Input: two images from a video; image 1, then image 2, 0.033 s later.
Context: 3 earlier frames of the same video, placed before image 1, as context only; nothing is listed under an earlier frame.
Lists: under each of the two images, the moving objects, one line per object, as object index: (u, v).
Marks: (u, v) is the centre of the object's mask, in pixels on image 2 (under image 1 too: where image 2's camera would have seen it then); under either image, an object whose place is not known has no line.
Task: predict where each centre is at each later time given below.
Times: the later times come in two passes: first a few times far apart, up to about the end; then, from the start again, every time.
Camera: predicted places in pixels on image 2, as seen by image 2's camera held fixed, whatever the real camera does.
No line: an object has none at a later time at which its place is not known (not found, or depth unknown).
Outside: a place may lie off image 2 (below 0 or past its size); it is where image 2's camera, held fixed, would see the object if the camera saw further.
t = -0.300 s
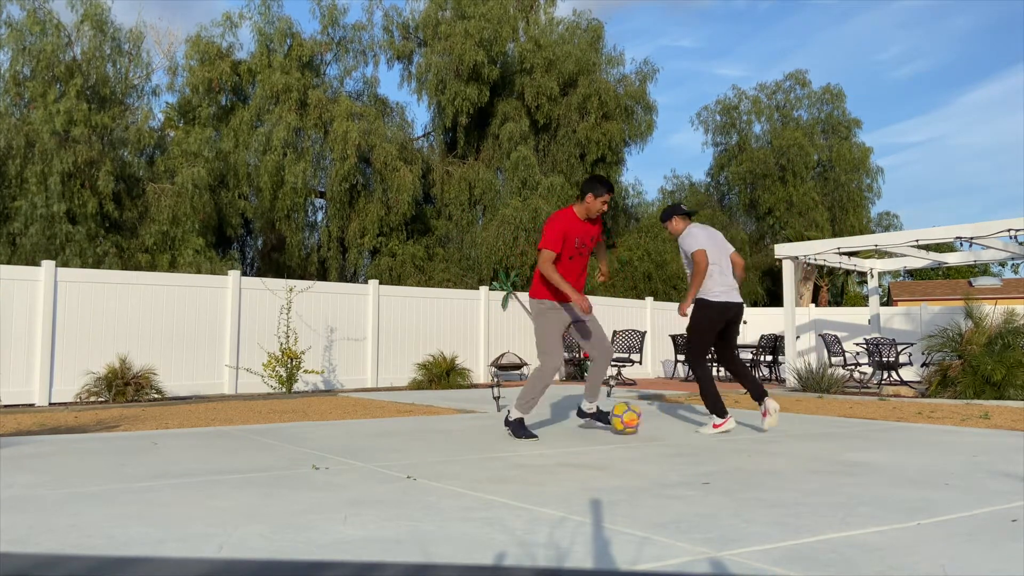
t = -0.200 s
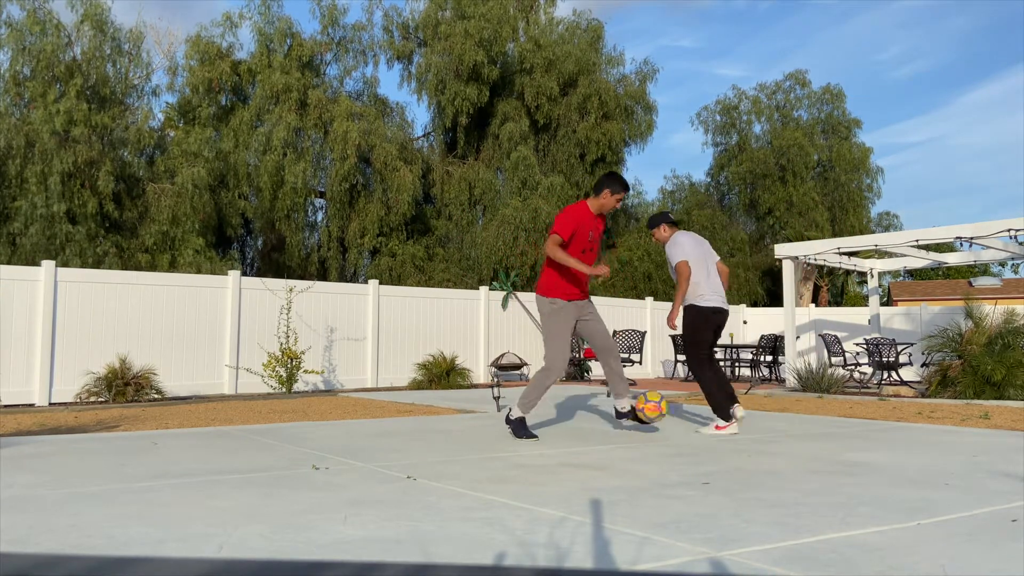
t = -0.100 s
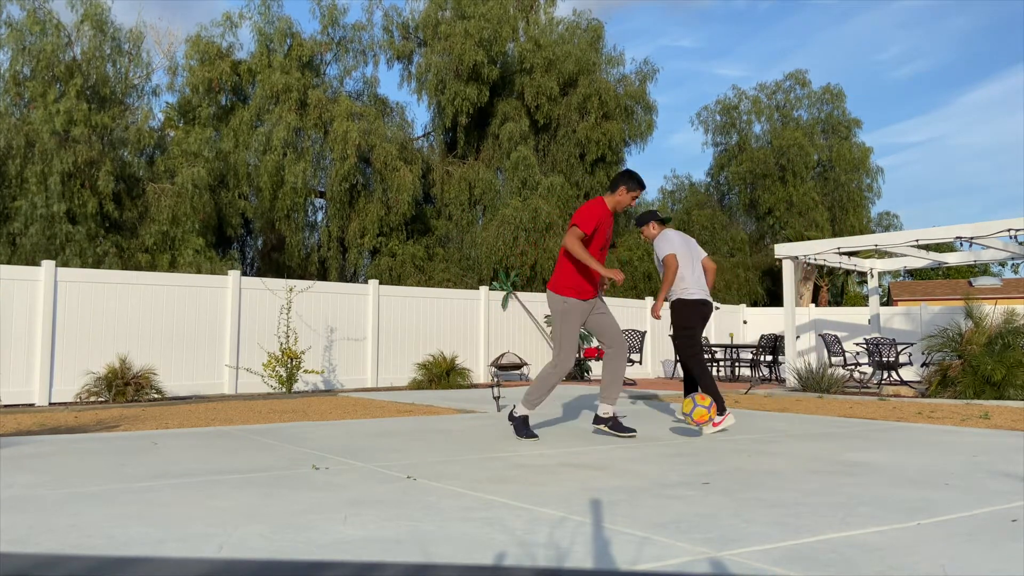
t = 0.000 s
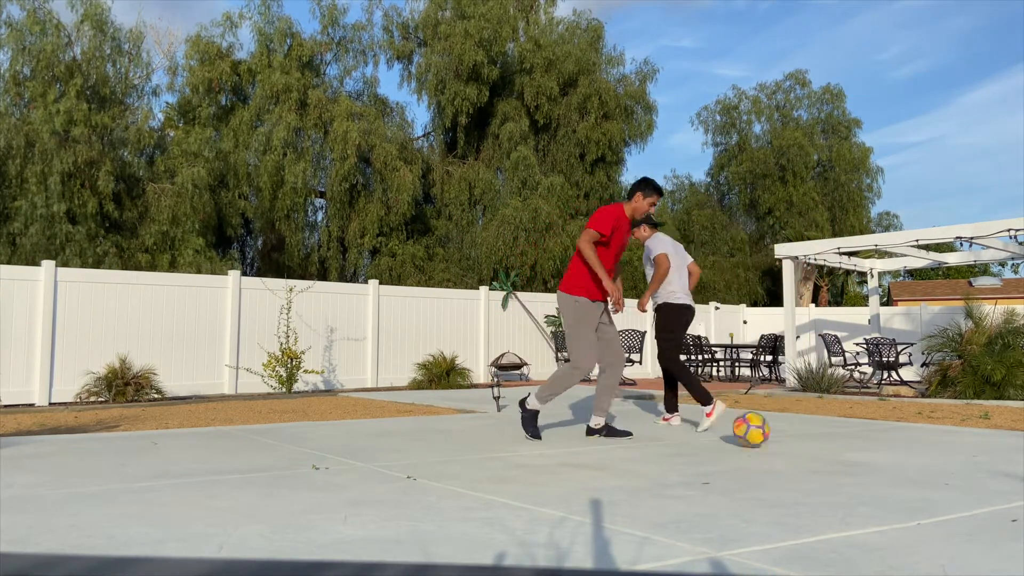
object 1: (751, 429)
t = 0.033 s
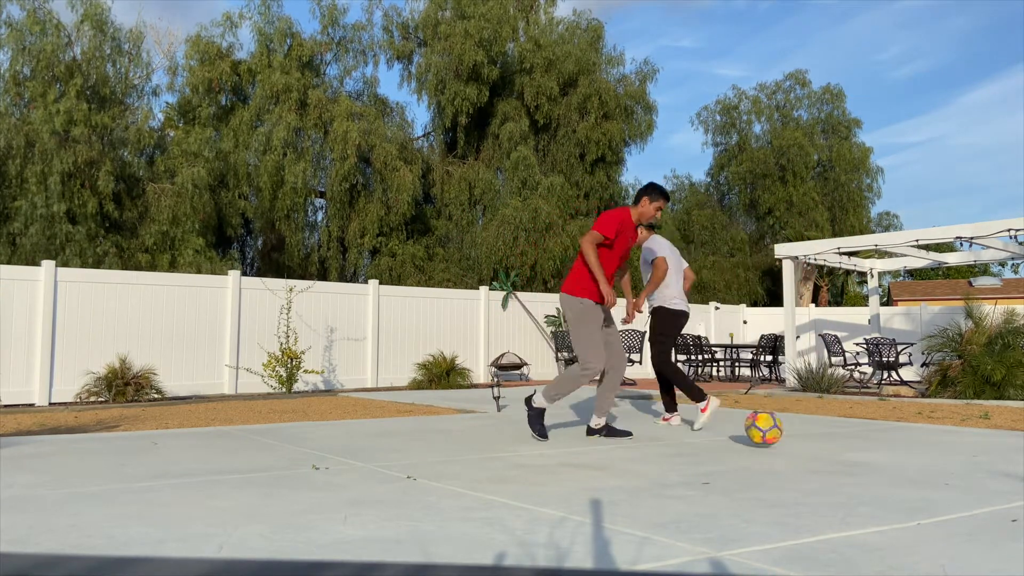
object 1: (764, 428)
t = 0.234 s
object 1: (830, 428)
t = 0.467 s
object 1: (924, 436)
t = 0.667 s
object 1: (1008, 441)
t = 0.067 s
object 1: (774, 423)
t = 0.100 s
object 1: (784, 421)
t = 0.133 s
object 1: (796, 420)
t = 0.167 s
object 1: (807, 420)
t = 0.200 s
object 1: (818, 423)
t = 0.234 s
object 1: (830, 428)
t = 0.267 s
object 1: (843, 435)
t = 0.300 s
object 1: (855, 437)
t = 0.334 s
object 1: (868, 432)
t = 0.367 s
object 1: (882, 430)
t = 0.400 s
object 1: (896, 430)
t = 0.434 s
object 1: (910, 432)
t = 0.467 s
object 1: (924, 436)
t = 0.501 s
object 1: (939, 442)
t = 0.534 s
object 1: (954, 445)
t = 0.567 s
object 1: (969, 441)
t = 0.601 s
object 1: (984, 439)
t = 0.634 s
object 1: (999, 440)
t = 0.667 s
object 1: (1008, 441)
